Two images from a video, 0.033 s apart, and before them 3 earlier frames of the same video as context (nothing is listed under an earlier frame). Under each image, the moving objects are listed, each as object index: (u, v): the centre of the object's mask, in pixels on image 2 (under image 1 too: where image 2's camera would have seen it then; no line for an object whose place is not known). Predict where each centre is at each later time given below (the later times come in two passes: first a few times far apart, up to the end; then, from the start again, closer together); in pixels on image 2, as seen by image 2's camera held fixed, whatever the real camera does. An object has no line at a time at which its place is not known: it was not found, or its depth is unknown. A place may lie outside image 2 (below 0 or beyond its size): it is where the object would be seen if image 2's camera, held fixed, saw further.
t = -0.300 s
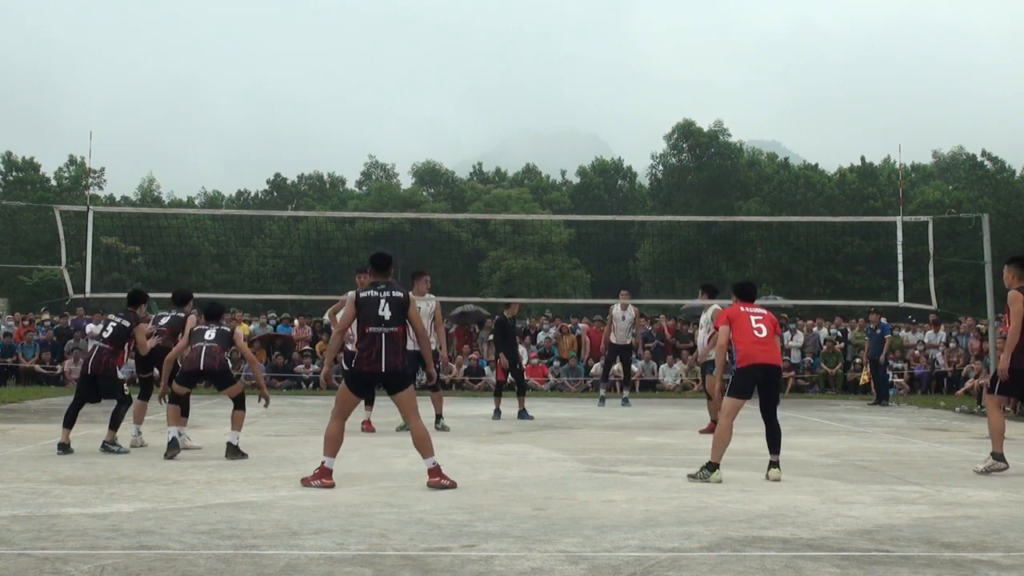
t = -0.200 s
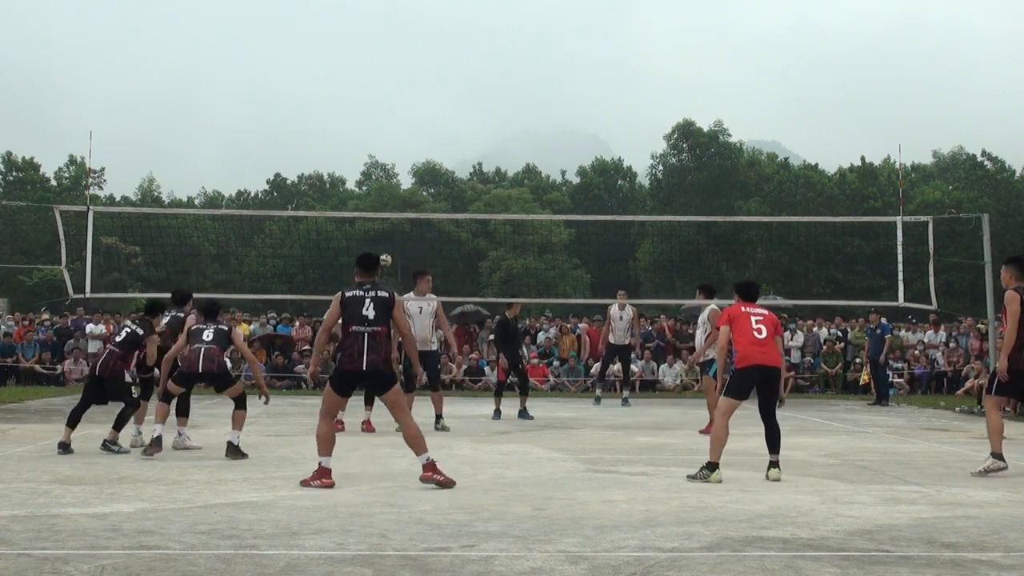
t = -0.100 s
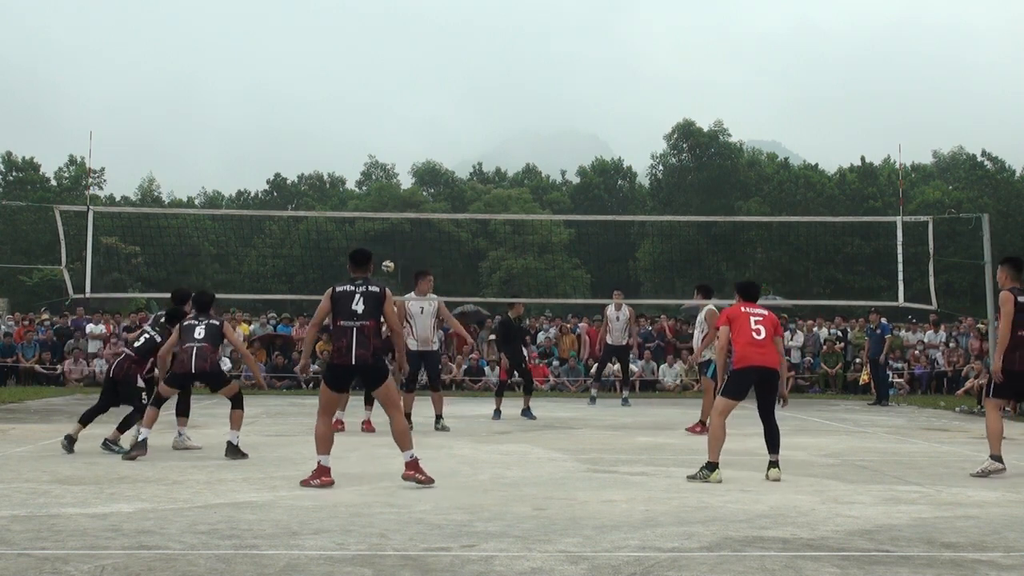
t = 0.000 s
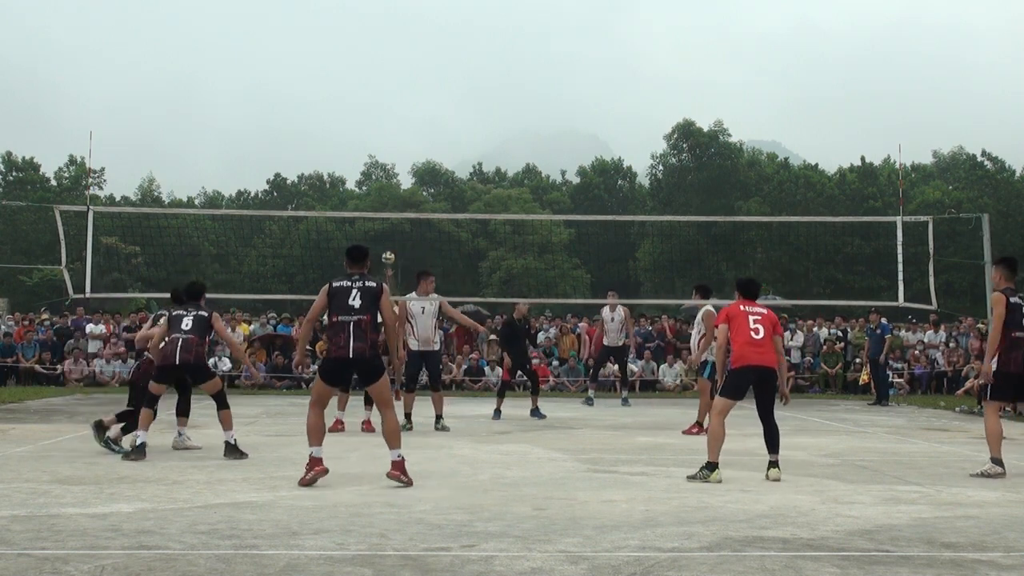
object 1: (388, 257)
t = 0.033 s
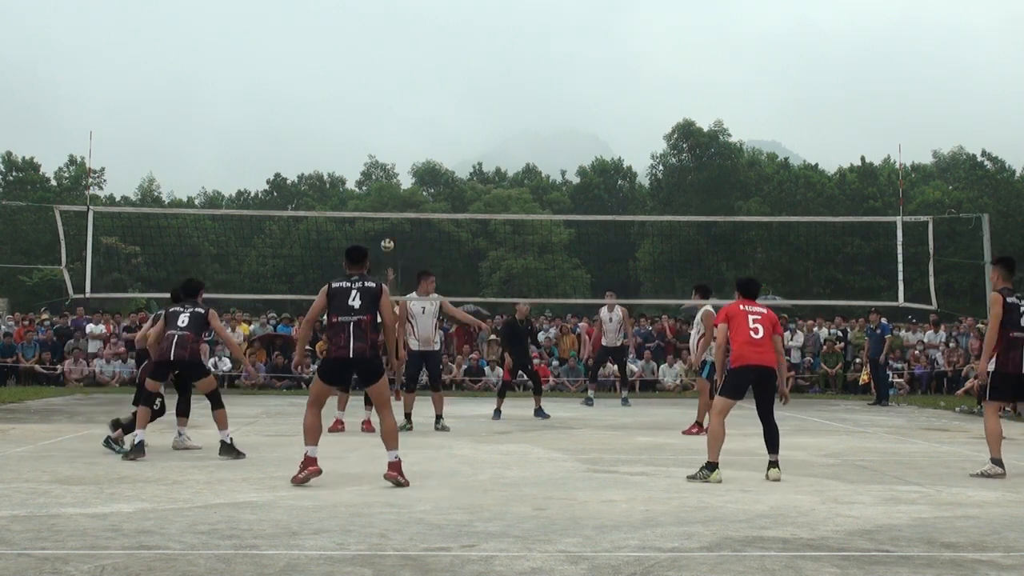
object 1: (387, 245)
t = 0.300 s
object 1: (374, 153)
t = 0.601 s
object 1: (349, 87)
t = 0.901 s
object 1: (315, 79)
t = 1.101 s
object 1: (283, 127)
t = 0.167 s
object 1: (382, 196)
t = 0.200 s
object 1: (380, 184)
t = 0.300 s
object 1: (374, 153)
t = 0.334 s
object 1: (372, 143)
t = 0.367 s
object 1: (369, 134)
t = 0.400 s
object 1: (366, 126)
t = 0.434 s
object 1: (364, 117)
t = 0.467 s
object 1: (361, 110)
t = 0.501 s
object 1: (358, 103)
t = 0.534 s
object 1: (355, 97)
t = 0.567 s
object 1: (352, 92)
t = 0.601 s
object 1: (349, 87)
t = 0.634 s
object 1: (346, 83)
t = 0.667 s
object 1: (342, 79)
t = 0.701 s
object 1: (339, 76)
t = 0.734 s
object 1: (335, 74)
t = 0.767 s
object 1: (331, 73)
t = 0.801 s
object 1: (328, 73)
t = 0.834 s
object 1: (324, 74)
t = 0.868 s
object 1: (320, 76)
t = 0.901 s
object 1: (315, 79)
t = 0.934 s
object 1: (311, 83)
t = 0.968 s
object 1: (306, 89)
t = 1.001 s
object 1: (300, 96)
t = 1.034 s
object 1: (295, 104)
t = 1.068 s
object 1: (289, 115)
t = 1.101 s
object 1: (283, 127)
